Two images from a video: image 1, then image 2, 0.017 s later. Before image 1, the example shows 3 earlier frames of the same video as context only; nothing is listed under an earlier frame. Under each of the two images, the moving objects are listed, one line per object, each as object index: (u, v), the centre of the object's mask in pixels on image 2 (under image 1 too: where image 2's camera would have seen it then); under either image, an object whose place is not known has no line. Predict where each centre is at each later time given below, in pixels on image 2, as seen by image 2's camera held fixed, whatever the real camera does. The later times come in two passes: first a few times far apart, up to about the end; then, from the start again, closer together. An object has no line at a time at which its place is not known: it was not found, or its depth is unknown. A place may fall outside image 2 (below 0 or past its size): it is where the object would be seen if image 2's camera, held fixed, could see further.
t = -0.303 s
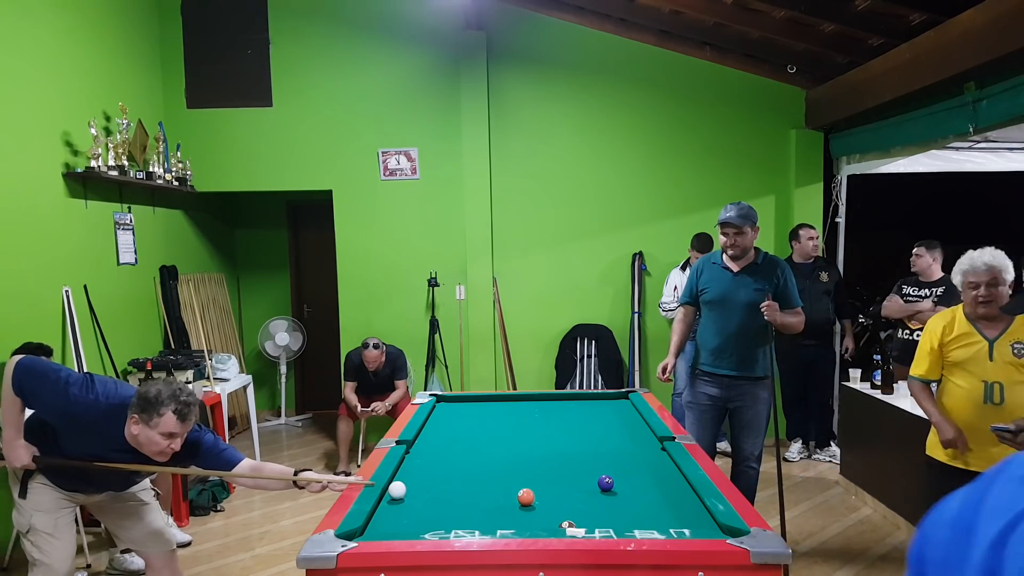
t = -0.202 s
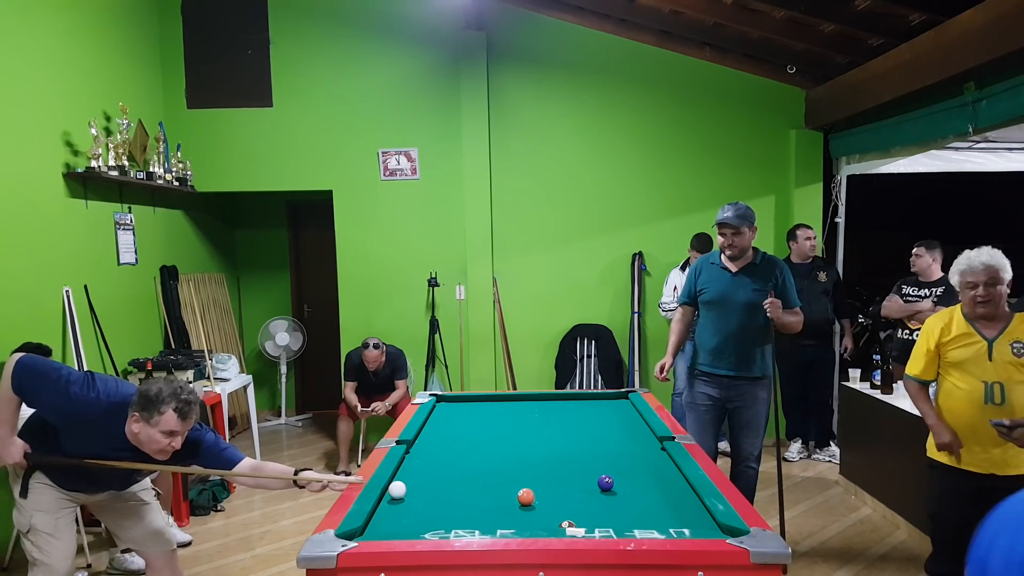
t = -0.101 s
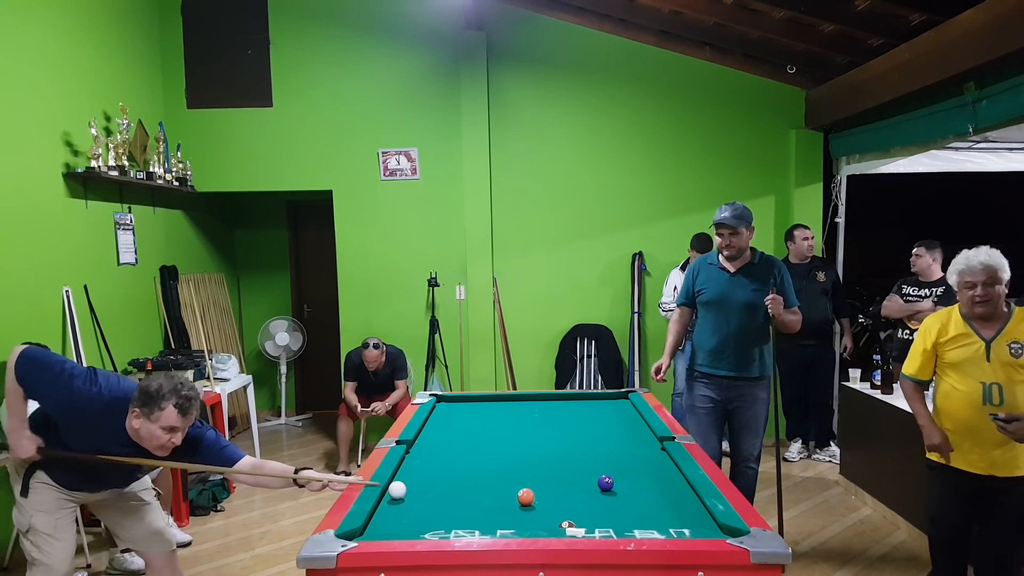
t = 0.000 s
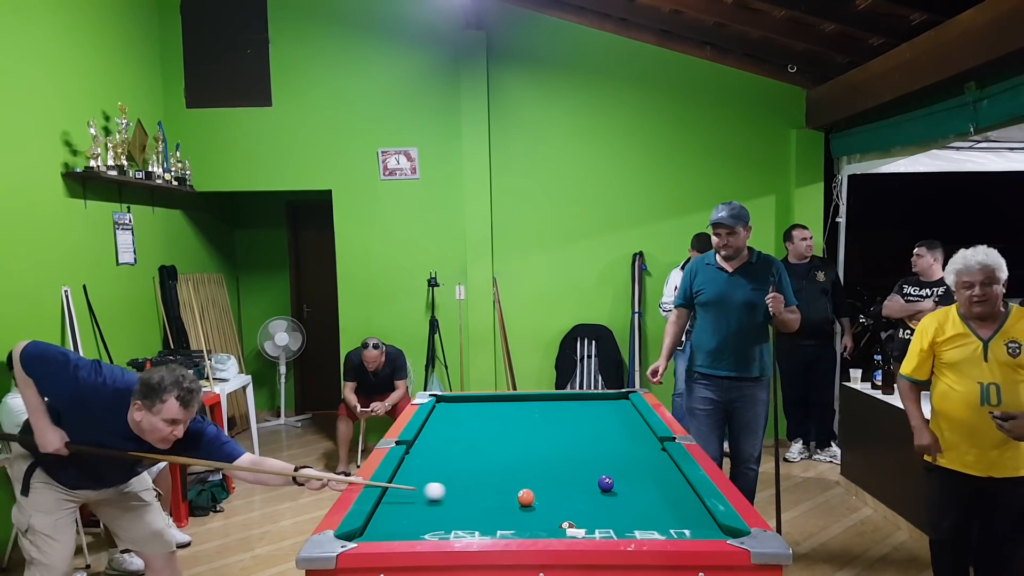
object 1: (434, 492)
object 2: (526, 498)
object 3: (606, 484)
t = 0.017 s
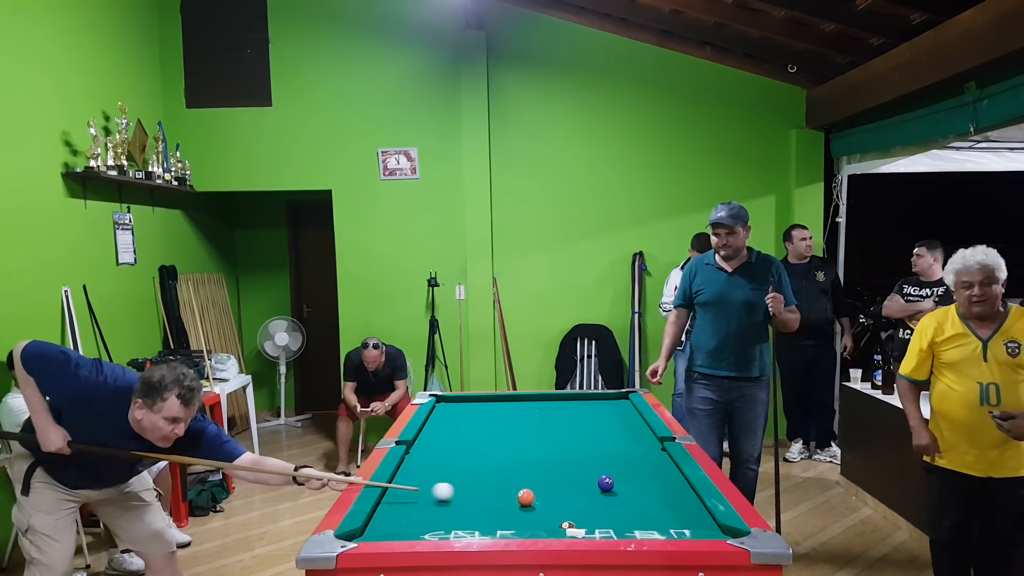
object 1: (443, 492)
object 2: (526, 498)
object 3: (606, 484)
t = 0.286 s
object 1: (539, 490)
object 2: (582, 507)
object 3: (606, 483)
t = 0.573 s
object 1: (596, 485)
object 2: (690, 524)
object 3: (620, 481)
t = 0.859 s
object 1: (622, 485)
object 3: (662, 475)
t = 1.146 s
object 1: (646, 484)
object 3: (656, 471)
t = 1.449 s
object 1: (668, 484)
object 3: (624, 467)
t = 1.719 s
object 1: (680, 484)
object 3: (600, 465)
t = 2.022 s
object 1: (667, 484)
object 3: (575, 462)
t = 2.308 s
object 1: (658, 484)
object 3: (554, 459)
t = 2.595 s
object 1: (651, 484)
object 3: (536, 457)
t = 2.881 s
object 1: (645, 484)
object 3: (520, 455)
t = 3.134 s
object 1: (643, 484)
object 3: (508, 454)
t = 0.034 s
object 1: (451, 492)
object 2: (526, 498)
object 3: (606, 483)
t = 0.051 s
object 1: (460, 492)
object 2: (526, 498)
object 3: (606, 483)
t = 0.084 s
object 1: (477, 492)
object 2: (526, 497)
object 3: (606, 483)
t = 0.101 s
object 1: (485, 493)
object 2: (526, 497)
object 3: (606, 483)
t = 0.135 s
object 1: (502, 493)
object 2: (526, 497)
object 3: (606, 483)
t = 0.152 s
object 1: (509, 493)
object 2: (527, 497)
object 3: (606, 483)
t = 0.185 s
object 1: (516, 492)
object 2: (541, 500)
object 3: (606, 483)
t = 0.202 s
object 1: (520, 492)
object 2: (549, 501)
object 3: (606, 483)
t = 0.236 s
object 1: (527, 491)
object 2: (563, 504)
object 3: (606, 483)
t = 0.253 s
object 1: (531, 490)
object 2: (570, 505)
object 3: (606, 483)
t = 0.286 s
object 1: (539, 490)
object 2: (582, 507)
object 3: (606, 483)
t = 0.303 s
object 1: (543, 489)
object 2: (589, 508)
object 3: (606, 483)
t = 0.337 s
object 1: (552, 488)
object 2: (601, 511)
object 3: (606, 483)
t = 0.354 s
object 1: (556, 488)
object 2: (607, 512)
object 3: (606, 483)
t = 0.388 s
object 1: (564, 487)
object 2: (619, 514)
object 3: (606, 483)
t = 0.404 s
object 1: (568, 487)
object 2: (625, 515)
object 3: (606, 483)
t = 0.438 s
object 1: (576, 486)
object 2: (638, 517)
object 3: (606, 483)
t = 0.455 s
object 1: (580, 486)
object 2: (644, 518)
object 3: (606, 483)
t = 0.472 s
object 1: (584, 485)
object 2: (651, 519)
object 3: (606, 483)
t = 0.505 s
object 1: (591, 485)
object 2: (663, 521)
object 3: (607, 483)
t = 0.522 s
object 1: (592, 485)
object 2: (670, 521)
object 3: (610, 483)
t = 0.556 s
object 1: (595, 485)
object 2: (683, 523)
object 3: (617, 482)
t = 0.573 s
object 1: (596, 485)
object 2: (690, 524)
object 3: (620, 481)
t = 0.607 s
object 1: (600, 485)
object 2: (703, 525)
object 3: (625, 481)
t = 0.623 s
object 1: (601, 485)
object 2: (710, 526)
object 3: (628, 480)
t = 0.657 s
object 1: (604, 485)
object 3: (633, 479)
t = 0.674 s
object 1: (606, 485)
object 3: (636, 479)
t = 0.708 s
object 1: (609, 485)
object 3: (640, 479)
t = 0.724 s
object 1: (610, 485)
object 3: (643, 478)
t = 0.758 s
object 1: (613, 485)
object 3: (648, 478)
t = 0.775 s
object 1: (615, 485)
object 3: (650, 477)
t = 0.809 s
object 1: (618, 485)
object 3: (655, 477)
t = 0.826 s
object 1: (619, 485)
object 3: (658, 476)
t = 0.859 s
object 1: (622, 485)
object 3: (662, 475)
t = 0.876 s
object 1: (623, 485)
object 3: (665, 475)
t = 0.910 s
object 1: (626, 485)
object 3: (669, 475)
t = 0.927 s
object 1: (628, 485)
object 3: (672, 474)
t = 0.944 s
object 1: (629, 484)
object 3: (674, 474)
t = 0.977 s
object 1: (632, 484)
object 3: (675, 473)
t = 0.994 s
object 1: (633, 484)
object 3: (673, 473)
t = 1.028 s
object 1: (636, 484)
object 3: (669, 473)
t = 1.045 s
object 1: (638, 484)
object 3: (667, 473)
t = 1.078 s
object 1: (640, 484)
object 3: (663, 472)
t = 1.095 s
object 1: (642, 484)
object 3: (661, 472)
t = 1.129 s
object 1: (644, 484)
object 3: (658, 471)
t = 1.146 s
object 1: (646, 484)
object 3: (656, 471)
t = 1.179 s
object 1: (648, 484)
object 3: (652, 470)
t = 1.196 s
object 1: (650, 484)
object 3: (650, 469)
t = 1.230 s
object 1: (652, 484)
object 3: (646, 469)
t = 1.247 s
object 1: (654, 484)
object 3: (645, 470)
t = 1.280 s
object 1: (656, 484)
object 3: (641, 470)
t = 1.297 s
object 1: (657, 484)
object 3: (639, 469)
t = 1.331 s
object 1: (660, 484)
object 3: (636, 469)
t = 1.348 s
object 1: (661, 484)
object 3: (634, 469)
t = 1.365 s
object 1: (662, 484)
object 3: (633, 468)
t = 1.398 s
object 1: (665, 484)
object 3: (629, 468)
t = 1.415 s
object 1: (666, 484)
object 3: (628, 468)
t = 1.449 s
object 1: (668, 484)
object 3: (624, 467)
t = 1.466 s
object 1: (670, 484)
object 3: (623, 467)
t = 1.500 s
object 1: (672, 484)
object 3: (620, 467)
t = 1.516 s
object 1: (673, 484)
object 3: (618, 467)
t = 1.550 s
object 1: (675, 484)
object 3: (615, 466)
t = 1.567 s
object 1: (677, 484)
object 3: (613, 466)
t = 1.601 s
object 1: (679, 484)
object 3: (610, 466)
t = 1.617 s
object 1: (680, 484)
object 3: (609, 466)
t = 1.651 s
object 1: (682, 484)
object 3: (606, 465)
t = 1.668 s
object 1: (682, 484)
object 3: (604, 465)
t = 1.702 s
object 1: (681, 484)
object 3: (601, 465)
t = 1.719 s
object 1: (680, 484)
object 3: (600, 465)
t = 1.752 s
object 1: (679, 484)
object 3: (597, 464)
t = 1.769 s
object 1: (678, 484)
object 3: (595, 464)
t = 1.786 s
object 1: (677, 484)
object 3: (594, 464)
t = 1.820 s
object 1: (676, 484)
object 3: (591, 463)
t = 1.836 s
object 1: (675, 484)
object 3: (590, 463)
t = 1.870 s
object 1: (673, 484)
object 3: (587, 463)
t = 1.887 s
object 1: (673, 484)
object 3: (586, 463)
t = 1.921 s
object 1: (671, 484)
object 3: (583, 463)
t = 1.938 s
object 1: (671, 484)
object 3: (581, 462)
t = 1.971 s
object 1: (669, 484)
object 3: (579, 462)
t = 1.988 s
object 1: (669, 484)
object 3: (578, 462)
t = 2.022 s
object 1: (667, 484)
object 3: (575, 462)
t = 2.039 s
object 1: (667, 484)
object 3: (574, 462)
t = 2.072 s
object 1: (666, 484)
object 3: (571, 461)
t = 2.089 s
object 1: (665, 484)
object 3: (570, 461)
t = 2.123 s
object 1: (664, 484)
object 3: (567, 461)
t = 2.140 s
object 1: (663, 484)
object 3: (566, 461)
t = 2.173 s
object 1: (662, 484)
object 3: (564, 460)
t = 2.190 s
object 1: (662, 484)
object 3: (563, 460)
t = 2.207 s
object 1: (661, 484)
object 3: (561, 460)
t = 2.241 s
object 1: (660, 484)
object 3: (559, 460)
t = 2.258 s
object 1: (660, 484)
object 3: (558, 460)
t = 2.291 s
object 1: (659, 484)
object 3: (556, 459)
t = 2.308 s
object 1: (658, 484)
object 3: (554, 459)
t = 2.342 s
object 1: (657, 484)
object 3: (552, 459)
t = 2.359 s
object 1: (657, 484)
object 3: (551, 459)
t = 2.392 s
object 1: (656, 484)
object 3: (549, 459)
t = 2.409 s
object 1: (655, 484)
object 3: (548, 459)
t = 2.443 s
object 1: (655, 484)
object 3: (545, 458)
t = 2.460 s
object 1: (654, 484)
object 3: (544, 458)
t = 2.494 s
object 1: (653, 484)
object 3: (542, 458)
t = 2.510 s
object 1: (653, 484)
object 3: (541, 458)
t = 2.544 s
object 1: (652, 484)
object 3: (539, 458)
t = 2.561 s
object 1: (652, 484)
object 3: (538, 458)
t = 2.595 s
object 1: (651, 484)
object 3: (536, 457)
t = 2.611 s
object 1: (651, 484)
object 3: (535, 457)
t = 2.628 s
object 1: (650, 484)
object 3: (534, 457)
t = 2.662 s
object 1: (649, 484)
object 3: (532, 457)
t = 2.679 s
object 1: (649, 484)
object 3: (531, 457)
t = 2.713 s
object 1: (648, 484)
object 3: (529, 456)
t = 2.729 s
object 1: (648, 484)
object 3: (528, 456)
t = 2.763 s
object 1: (647, 484)
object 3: (526, 456)
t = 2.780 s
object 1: (647, 484)
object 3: (525, 456)
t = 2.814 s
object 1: (647, 484)
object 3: (524, 456)
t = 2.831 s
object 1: (646, 484)
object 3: (523, 456)
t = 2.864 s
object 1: (646, 484)
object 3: (521, 455)
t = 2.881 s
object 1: (645, 484)
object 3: (520, 455)
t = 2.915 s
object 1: (645, 484)
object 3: (518, 455)
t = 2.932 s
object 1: (645, 484)
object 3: (518, 455)
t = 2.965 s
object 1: (644, 484)
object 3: (516, 455)
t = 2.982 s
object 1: (644, 484)
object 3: (515, 455)
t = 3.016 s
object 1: (644, 484)
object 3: (513, 455)
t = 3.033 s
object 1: (644, 484)
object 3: (513, 454)
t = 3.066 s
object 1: (644, 484)
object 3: (511, 454)
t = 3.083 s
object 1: (644, 484)
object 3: (510, 454)
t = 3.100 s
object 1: (643, 484)
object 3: (509, 454)
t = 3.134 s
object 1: (643, 484)
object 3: (508, 454)
